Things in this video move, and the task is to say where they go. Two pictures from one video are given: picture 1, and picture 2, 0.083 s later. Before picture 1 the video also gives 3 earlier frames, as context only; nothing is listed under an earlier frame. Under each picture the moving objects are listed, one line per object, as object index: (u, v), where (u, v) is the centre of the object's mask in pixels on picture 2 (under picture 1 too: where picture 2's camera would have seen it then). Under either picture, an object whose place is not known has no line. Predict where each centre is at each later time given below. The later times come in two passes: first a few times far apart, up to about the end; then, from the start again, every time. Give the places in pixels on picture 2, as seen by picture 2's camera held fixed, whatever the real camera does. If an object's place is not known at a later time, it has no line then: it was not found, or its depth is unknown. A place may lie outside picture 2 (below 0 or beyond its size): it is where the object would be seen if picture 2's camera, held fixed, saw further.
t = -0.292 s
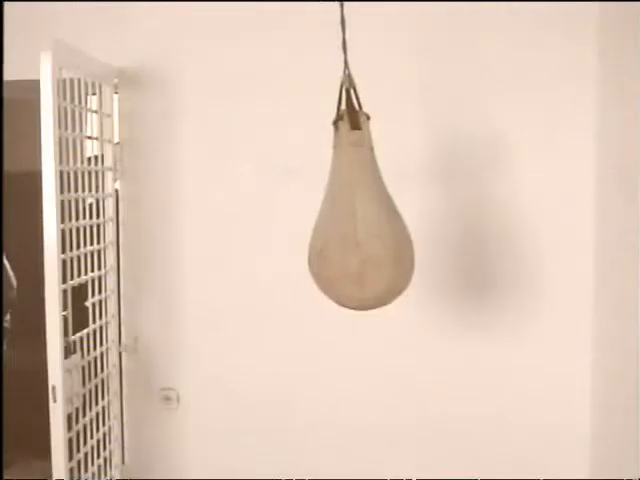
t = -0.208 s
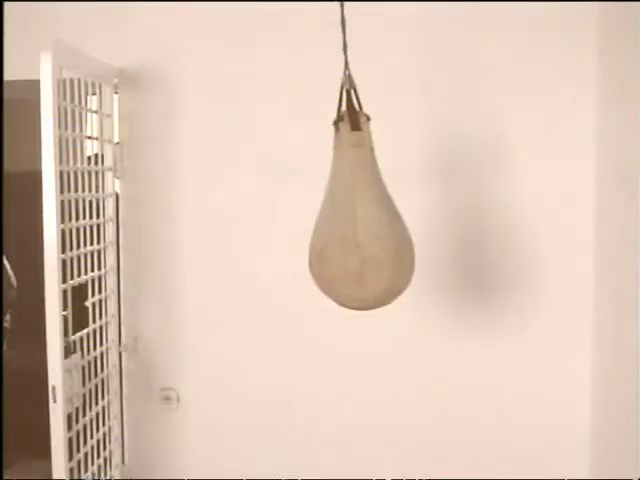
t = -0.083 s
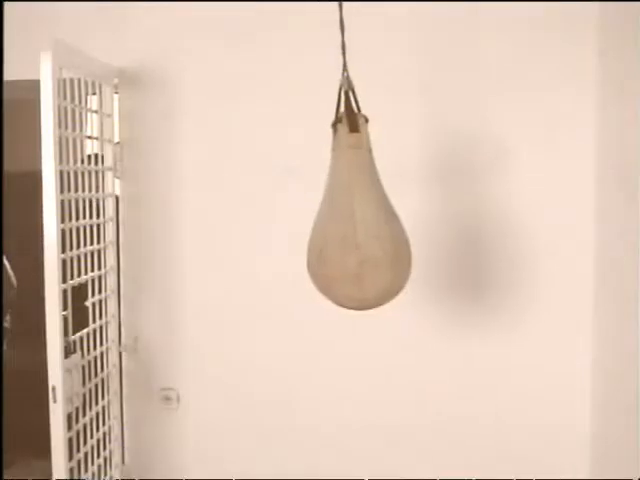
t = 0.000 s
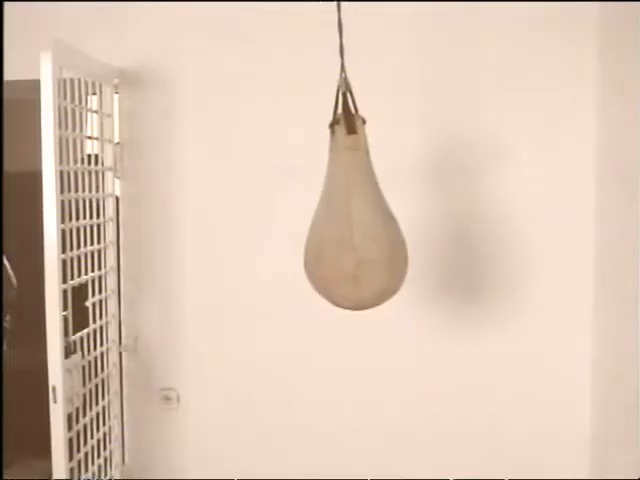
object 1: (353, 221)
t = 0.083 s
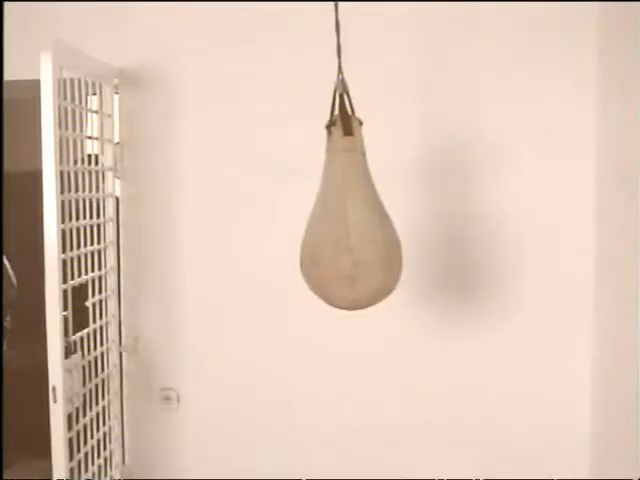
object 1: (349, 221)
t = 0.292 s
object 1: (334, 222)
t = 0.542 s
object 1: (314, 219)
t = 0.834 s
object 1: (294, 218)
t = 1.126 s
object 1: (287, 218)
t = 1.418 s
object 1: (296, 220)
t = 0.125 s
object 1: (346, 221)
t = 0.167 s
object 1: (343, 222)
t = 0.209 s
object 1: (341, 221)
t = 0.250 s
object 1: (337, 222)
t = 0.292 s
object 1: (334, 222)
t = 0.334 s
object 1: (330, 221)
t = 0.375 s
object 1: (327, 221)
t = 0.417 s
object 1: (324, 220)
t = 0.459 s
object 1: (320, 220)
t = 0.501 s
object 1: (317, 220)
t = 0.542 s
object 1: (314, 219)
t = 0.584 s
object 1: (310, 219)
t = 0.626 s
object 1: (307, 219)
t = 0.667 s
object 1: (304, 219)
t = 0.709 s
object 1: (301, 218)
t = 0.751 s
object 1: (299, 217)
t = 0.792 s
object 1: (296, 218)
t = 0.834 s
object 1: (294, 218)
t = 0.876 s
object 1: (292, 217)
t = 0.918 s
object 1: (291, 218)
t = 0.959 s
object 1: (289, 218)
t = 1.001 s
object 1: (288, 217)
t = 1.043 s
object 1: (287, 217)
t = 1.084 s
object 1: (287, 218)
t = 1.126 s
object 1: (287, 218)
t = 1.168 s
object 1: (288, 218)
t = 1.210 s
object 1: (289, 218)
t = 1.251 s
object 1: (289, 218)
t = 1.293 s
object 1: (291, 219)
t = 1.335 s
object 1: (292, 218)
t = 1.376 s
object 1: (294, 219)
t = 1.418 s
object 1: (296, 220)
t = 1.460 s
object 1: (299, 220)
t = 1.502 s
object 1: (301, 220)
